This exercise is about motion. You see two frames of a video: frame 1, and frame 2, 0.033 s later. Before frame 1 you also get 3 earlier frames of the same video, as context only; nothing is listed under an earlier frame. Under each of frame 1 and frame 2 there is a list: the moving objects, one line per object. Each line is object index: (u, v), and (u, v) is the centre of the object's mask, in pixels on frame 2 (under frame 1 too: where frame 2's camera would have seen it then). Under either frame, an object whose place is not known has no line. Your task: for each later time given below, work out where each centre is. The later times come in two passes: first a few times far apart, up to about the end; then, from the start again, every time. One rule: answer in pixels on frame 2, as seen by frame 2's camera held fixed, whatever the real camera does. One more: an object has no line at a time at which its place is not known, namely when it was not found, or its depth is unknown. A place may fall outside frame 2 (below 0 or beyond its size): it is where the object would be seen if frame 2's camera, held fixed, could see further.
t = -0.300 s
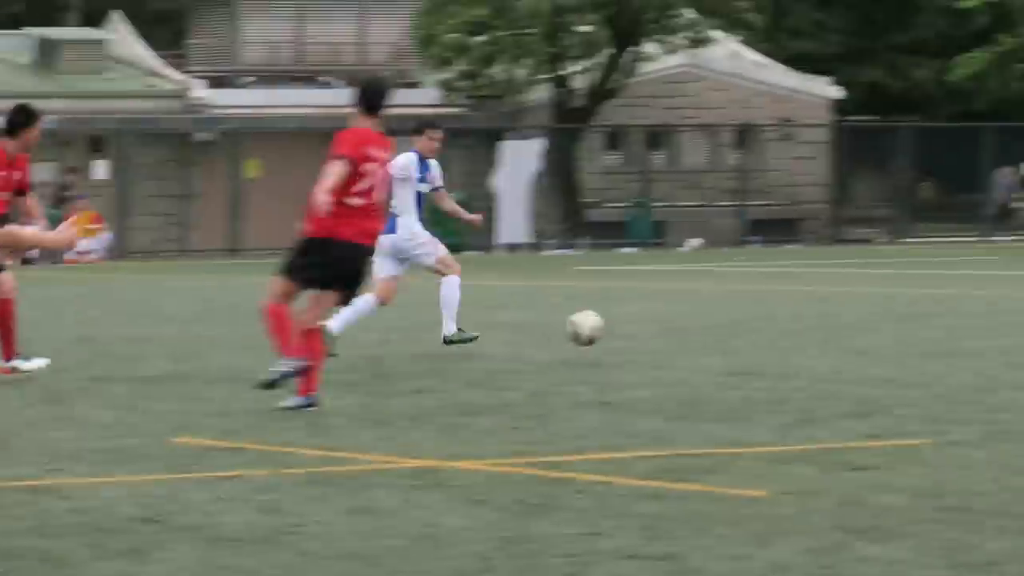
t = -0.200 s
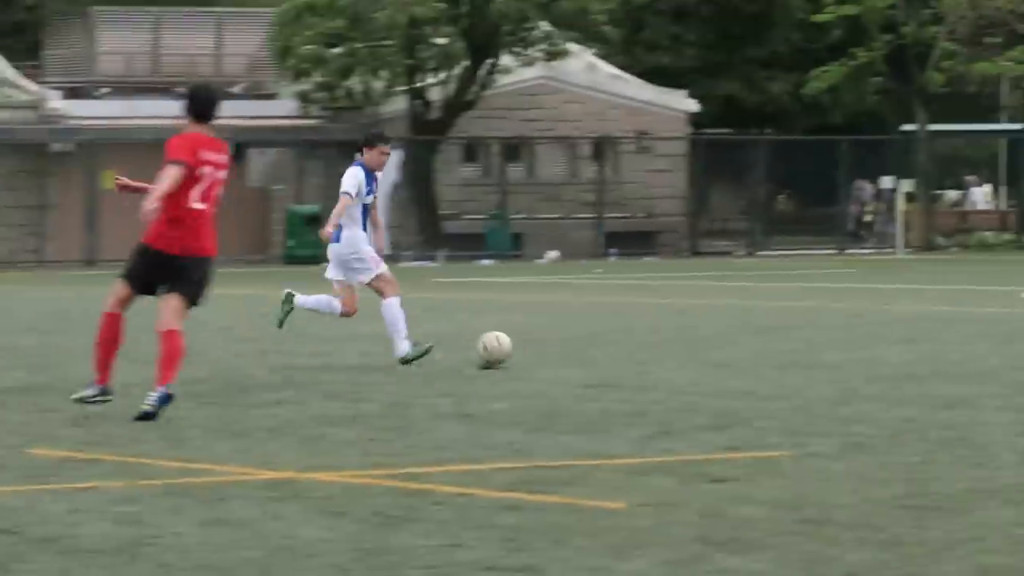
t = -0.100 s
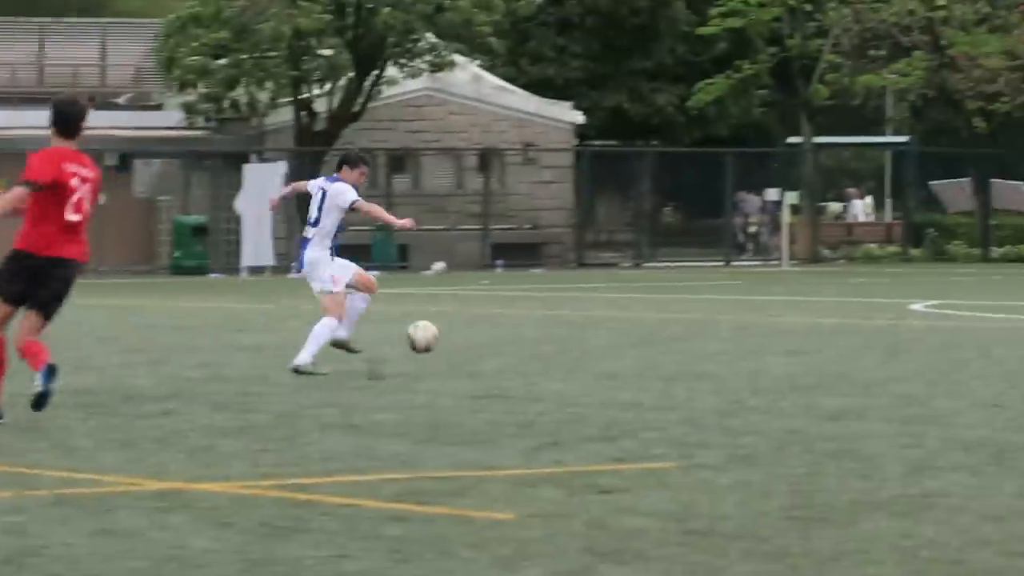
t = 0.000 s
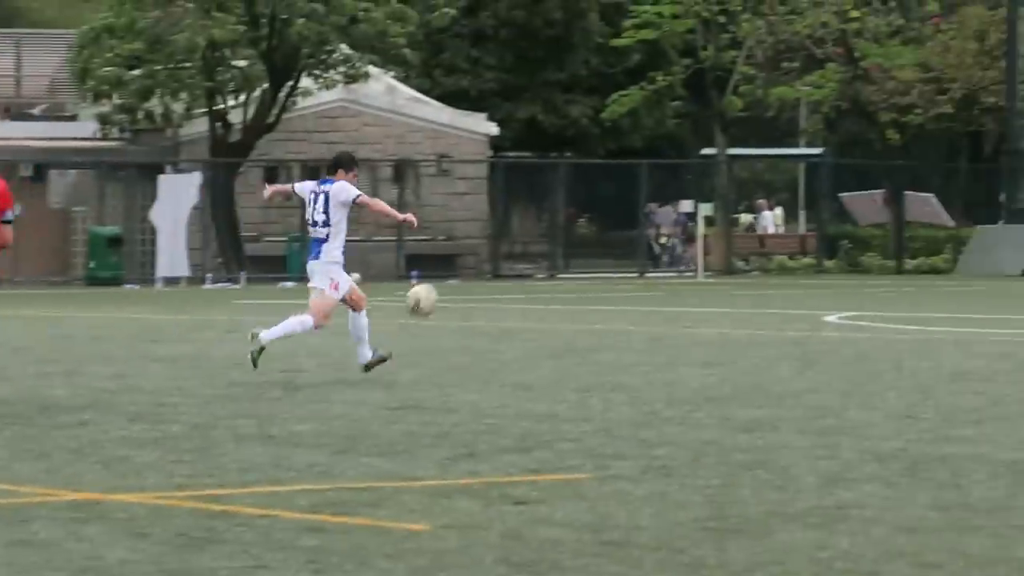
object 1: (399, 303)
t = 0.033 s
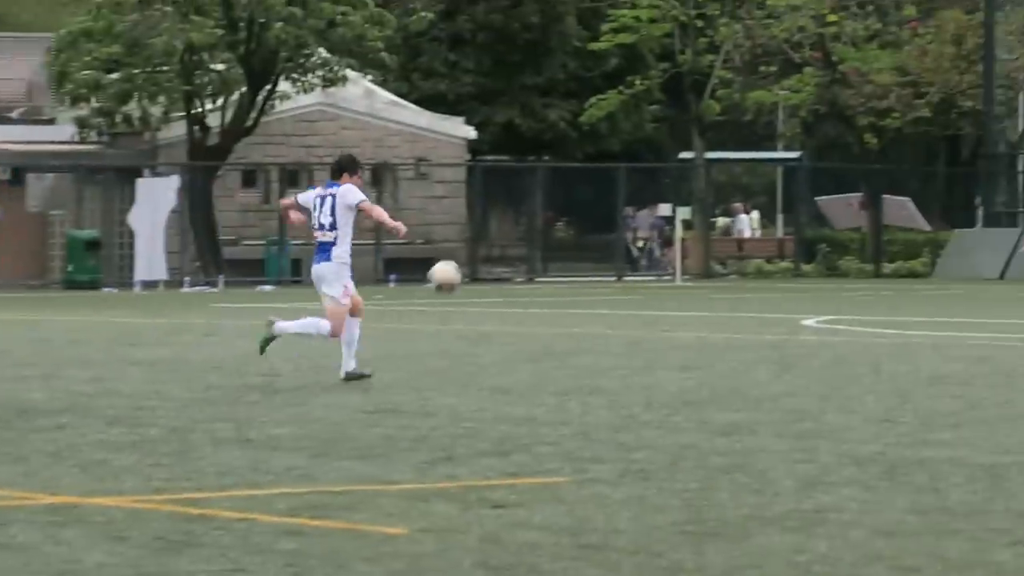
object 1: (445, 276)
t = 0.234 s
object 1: (699, 154)
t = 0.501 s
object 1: (1012, 84)
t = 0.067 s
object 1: (488, 251)
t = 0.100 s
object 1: (532, 228)
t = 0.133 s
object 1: (574, 207)
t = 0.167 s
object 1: (616, 188)
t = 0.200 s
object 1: (658, 170)
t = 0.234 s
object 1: (699, 154)
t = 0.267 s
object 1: (739, 140)
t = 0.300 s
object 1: (779, 127)
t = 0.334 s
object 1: (819, 117)
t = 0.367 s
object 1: (859, 109)
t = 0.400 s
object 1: (898, 99)
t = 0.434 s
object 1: (935, 94)
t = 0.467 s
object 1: (974, 89)
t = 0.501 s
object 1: (1012, 84)
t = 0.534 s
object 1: (1051, 82)
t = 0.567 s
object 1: (1088, 82)
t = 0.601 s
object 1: (1126, 83)
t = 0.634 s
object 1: (1164, 86)
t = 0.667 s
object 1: (1202, 90)
